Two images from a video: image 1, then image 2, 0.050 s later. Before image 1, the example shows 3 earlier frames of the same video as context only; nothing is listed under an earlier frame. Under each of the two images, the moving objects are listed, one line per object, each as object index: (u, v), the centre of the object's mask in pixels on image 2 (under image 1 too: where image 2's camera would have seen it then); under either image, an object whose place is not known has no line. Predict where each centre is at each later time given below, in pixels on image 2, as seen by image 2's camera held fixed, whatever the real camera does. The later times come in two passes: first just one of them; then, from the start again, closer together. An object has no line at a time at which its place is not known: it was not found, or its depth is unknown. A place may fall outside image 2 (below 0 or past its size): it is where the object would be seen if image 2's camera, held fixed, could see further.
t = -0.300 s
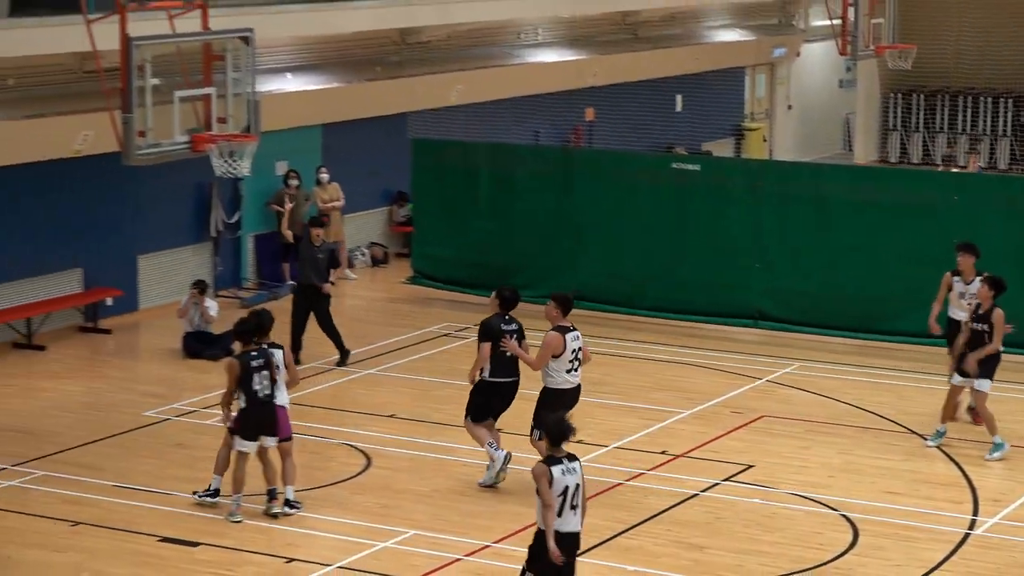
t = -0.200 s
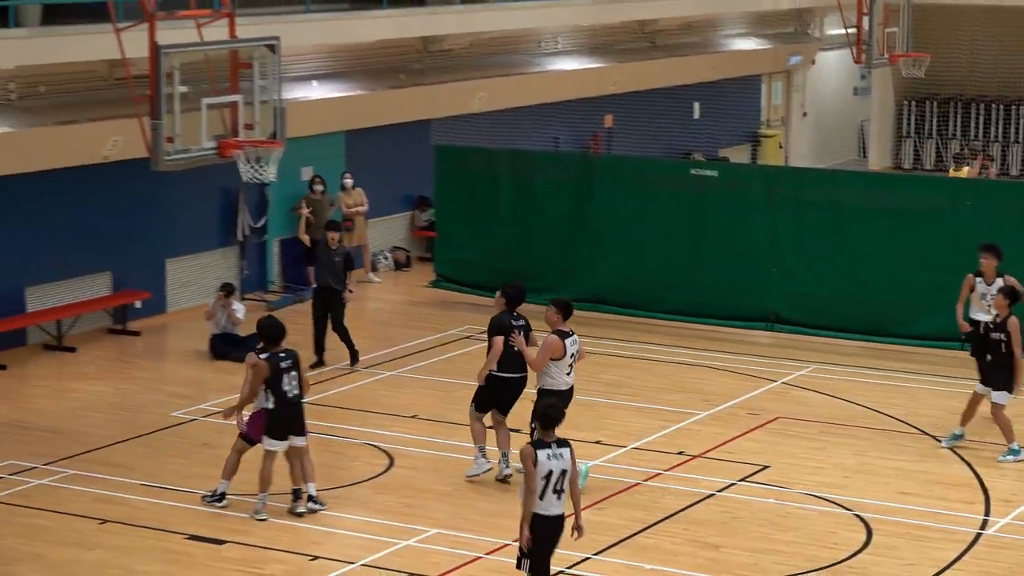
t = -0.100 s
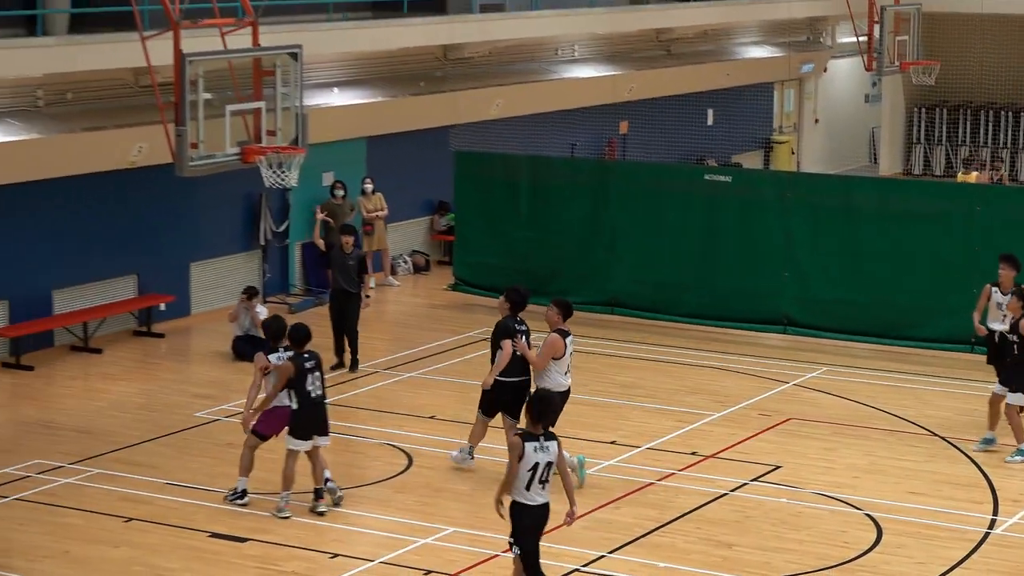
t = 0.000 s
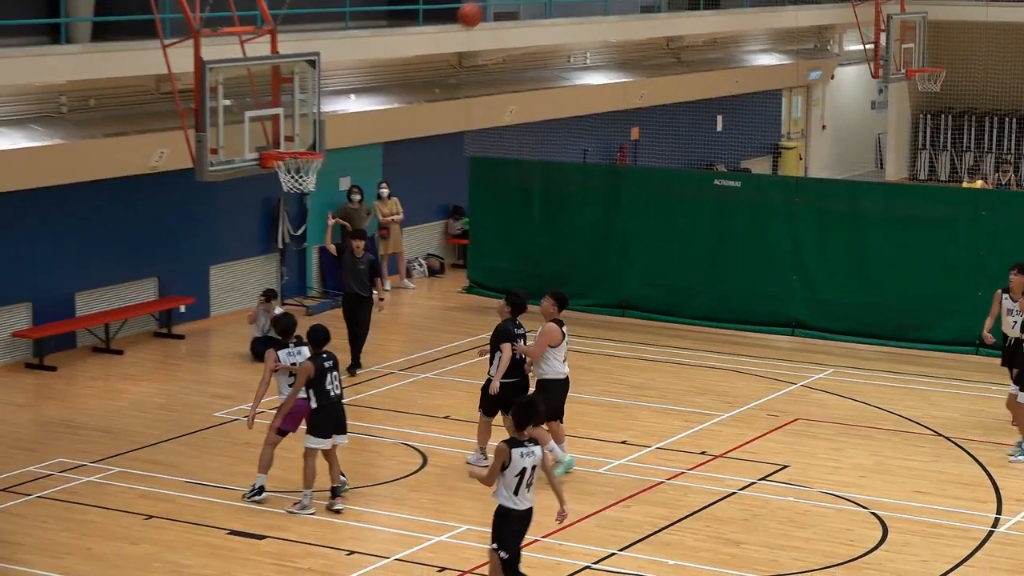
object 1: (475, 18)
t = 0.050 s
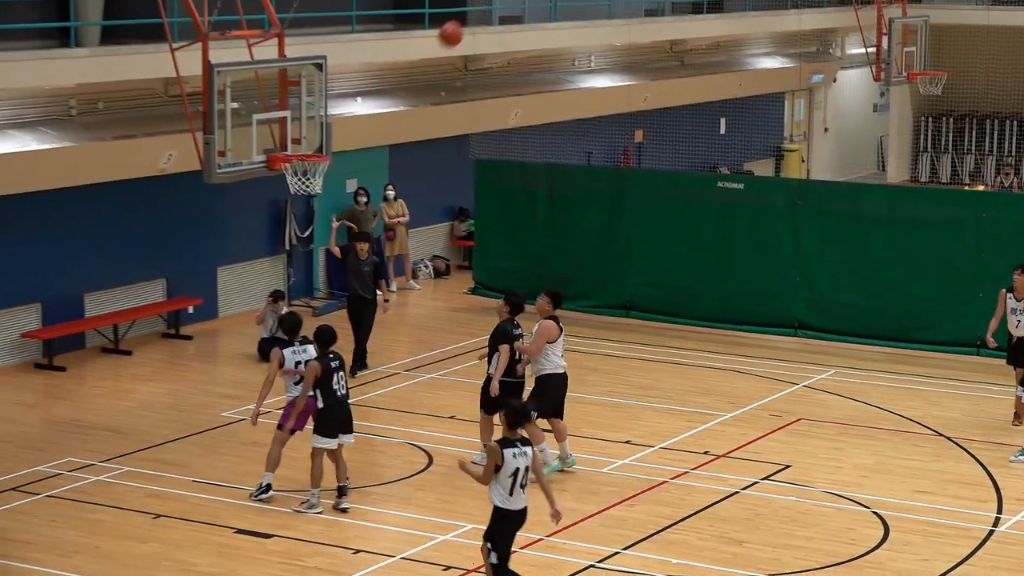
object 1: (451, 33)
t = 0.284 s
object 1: (340, 139)
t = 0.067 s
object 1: (442, 40)
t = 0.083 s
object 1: (434, 46)
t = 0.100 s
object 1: (426, 52)
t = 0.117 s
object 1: (418, 59)
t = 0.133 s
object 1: (410, 65)
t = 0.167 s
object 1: (394, 80)
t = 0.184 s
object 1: (386, 87)
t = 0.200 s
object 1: (378, 94)
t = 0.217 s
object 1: (371, 102)
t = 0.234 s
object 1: (362, 113)
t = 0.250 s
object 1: (354, 122)
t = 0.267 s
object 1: (347, 129)
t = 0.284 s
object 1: (340, 139)
